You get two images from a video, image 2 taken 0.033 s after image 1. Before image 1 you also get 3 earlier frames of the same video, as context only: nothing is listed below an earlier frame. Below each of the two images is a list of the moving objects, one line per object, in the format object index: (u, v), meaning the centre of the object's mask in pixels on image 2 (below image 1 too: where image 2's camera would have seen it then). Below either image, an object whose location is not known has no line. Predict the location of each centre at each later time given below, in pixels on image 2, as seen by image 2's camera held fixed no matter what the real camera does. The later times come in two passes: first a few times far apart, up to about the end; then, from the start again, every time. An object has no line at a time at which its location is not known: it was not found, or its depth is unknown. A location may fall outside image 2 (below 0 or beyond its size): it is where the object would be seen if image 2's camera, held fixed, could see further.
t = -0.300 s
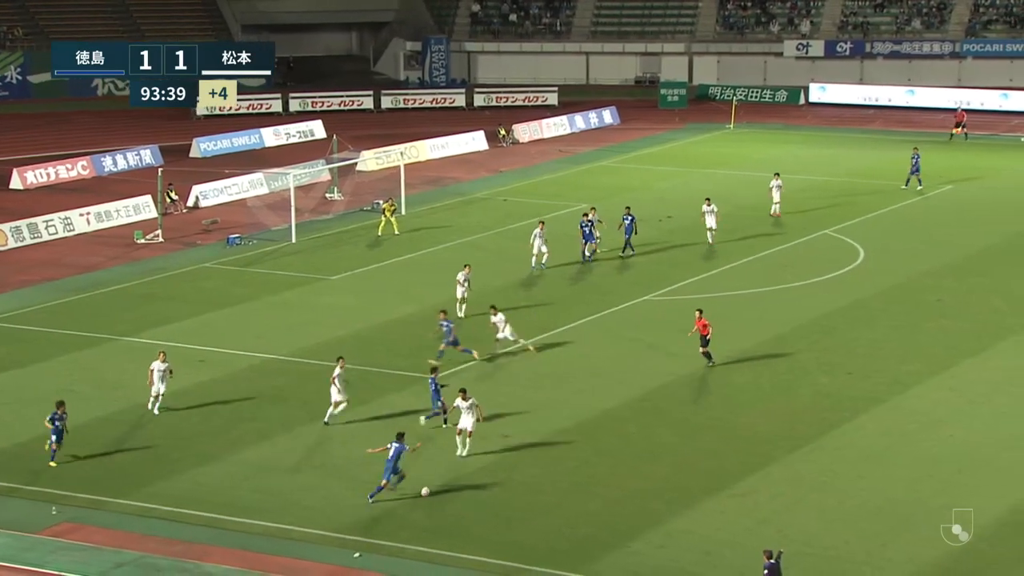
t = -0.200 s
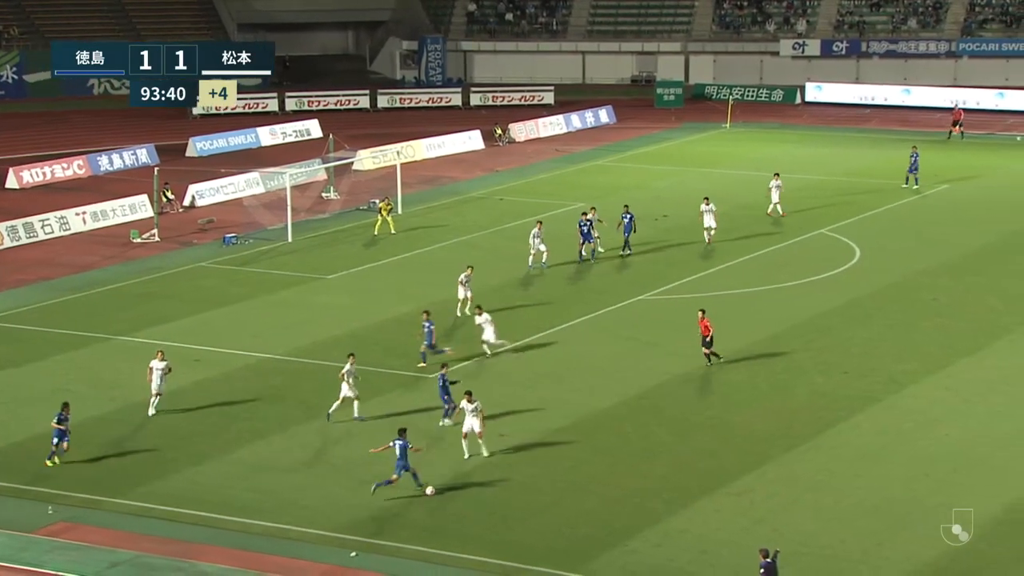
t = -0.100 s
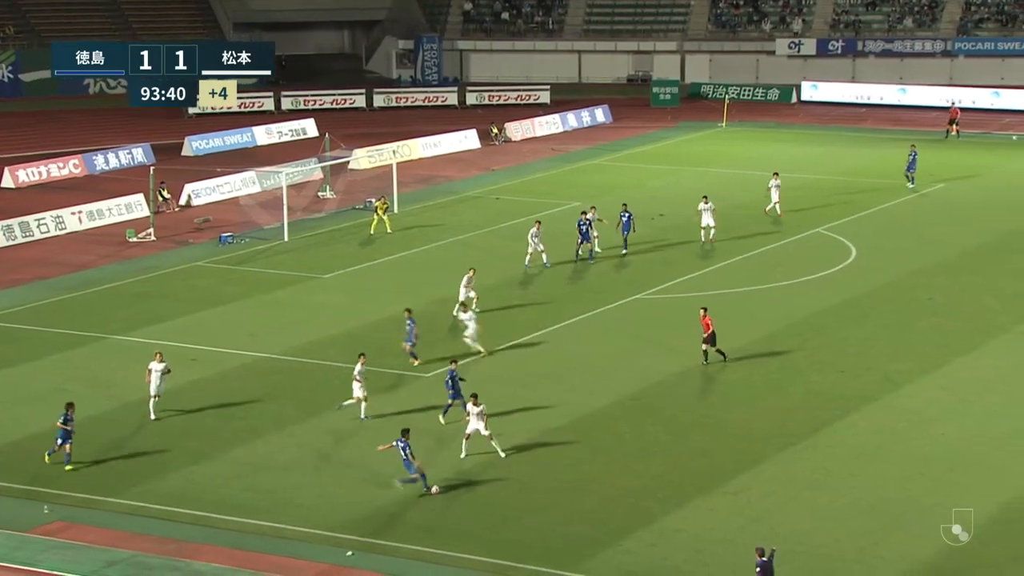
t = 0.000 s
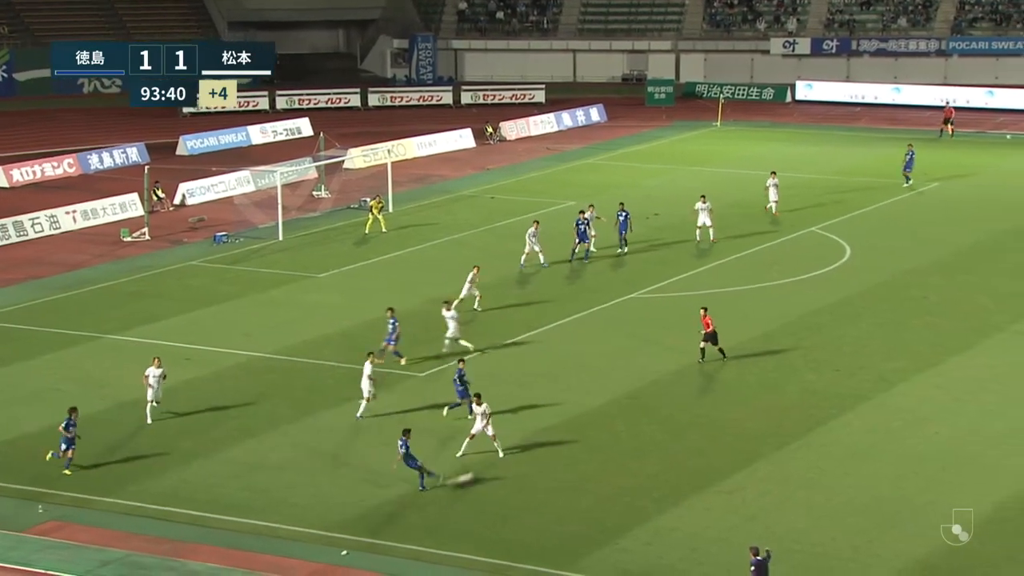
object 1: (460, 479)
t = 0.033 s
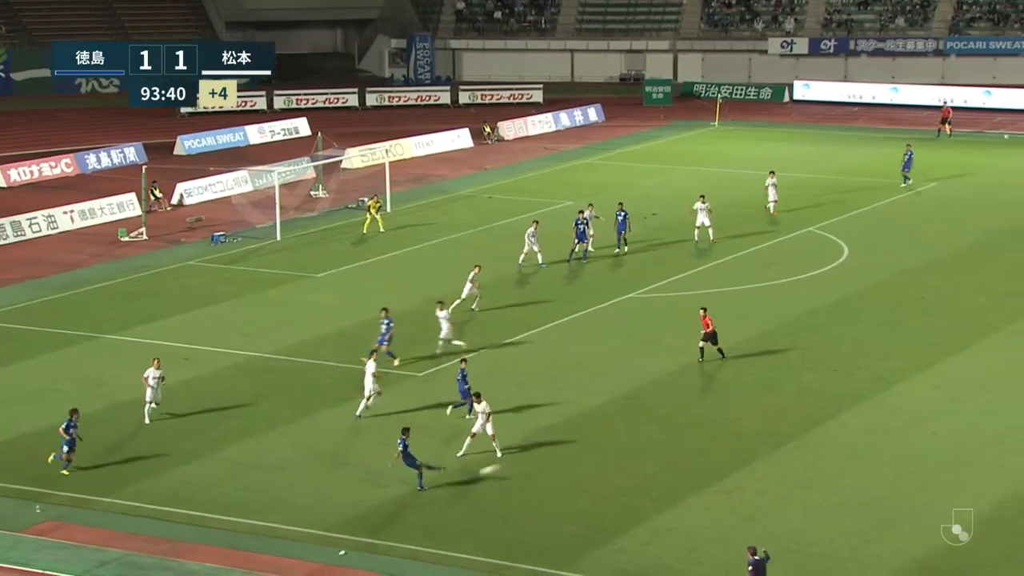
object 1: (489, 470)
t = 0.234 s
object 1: (637, 439)
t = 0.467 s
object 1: (776, 412)
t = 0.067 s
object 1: (511, 464)
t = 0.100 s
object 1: (539, 456)
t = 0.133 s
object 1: (565, 451)
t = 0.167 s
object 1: (590, 446)
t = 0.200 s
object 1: (613, 442)
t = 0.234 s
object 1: (637, 439)
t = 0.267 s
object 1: (659, 437)
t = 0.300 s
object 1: (680, 436)
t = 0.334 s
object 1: (702, 434)
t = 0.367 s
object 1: (720, 428)
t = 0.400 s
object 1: (740, 422)
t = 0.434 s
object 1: (758, 417)
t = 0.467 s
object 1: (776, 412)
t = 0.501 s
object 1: (793, 408)
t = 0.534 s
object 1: (811, 405)
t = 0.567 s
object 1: (829, 402)
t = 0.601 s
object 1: (847, 400)
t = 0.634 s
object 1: (865, 399)
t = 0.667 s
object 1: (881, 399)
